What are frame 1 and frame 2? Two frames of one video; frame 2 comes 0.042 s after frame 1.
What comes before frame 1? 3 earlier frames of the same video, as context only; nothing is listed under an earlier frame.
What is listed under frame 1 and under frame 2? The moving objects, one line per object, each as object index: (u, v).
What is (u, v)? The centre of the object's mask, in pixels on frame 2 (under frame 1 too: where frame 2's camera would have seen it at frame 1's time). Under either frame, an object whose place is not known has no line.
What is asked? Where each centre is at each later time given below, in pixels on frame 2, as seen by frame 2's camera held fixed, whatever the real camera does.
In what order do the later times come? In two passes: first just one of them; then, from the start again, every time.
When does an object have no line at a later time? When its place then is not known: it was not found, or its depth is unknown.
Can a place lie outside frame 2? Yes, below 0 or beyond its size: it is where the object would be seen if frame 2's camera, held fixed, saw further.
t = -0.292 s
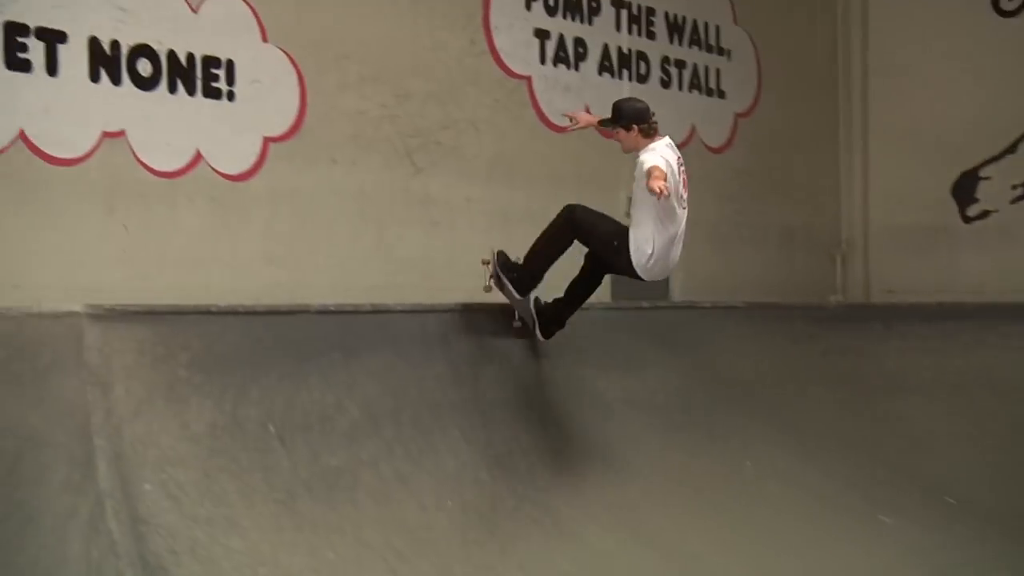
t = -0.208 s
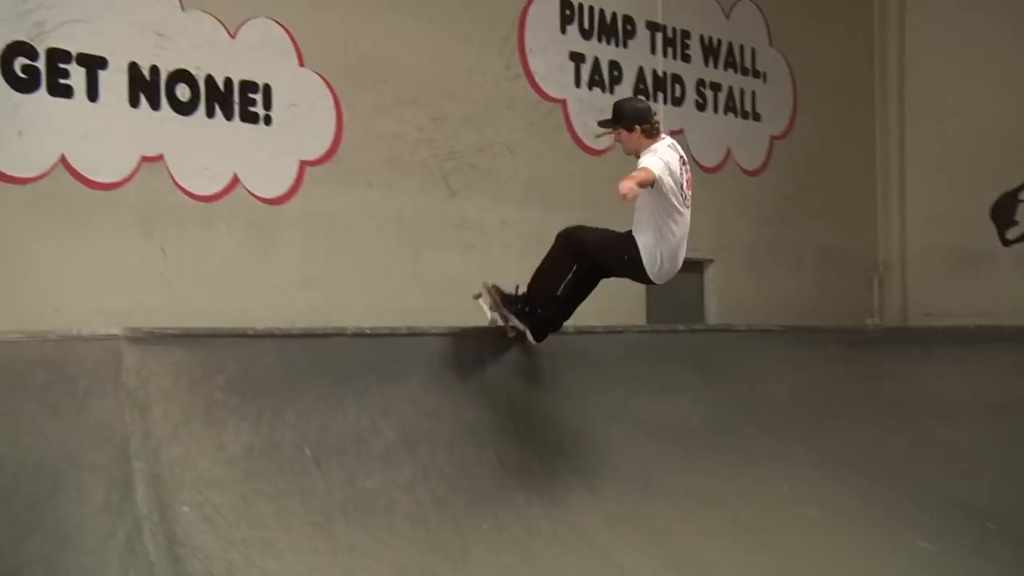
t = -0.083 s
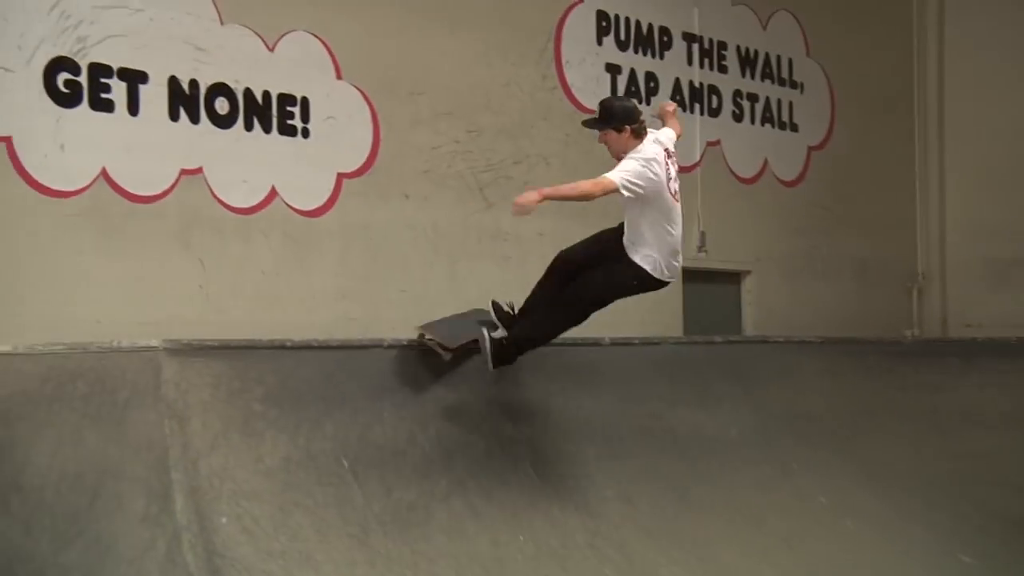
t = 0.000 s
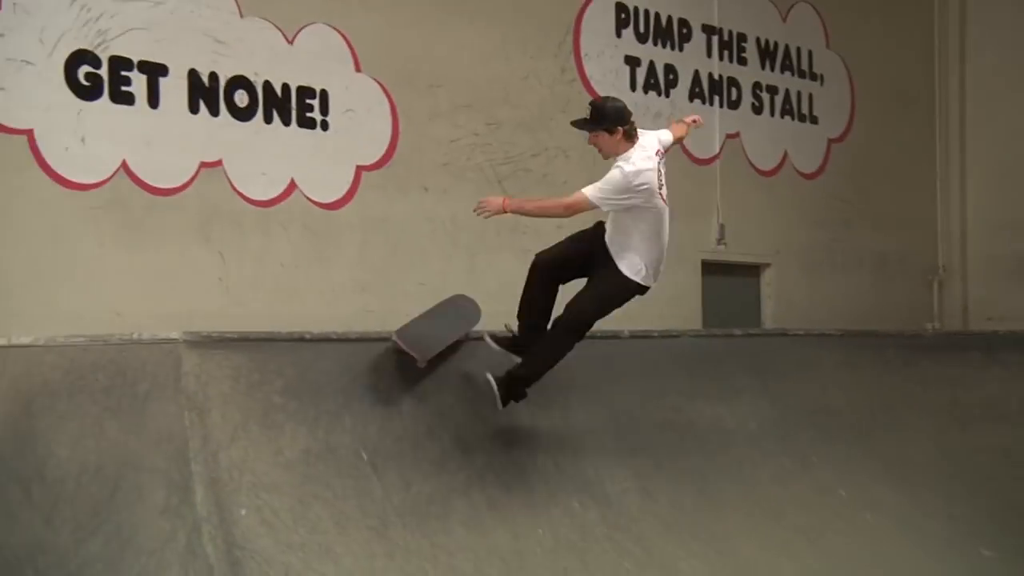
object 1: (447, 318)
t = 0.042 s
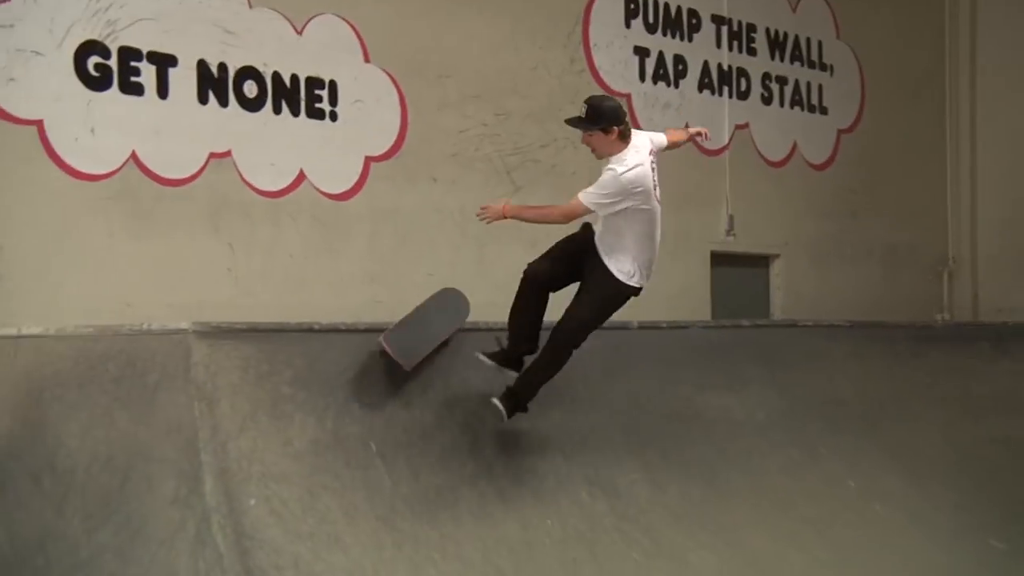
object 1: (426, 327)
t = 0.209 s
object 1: (334, 404)
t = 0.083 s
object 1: (404, 340)
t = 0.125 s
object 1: (381, 357)
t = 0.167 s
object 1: (358, 379)
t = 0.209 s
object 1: (334, 404)
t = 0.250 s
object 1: (316, 432)
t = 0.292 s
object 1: (300, 464)
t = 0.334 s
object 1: (285, 499)
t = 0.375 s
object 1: (272, 535)
